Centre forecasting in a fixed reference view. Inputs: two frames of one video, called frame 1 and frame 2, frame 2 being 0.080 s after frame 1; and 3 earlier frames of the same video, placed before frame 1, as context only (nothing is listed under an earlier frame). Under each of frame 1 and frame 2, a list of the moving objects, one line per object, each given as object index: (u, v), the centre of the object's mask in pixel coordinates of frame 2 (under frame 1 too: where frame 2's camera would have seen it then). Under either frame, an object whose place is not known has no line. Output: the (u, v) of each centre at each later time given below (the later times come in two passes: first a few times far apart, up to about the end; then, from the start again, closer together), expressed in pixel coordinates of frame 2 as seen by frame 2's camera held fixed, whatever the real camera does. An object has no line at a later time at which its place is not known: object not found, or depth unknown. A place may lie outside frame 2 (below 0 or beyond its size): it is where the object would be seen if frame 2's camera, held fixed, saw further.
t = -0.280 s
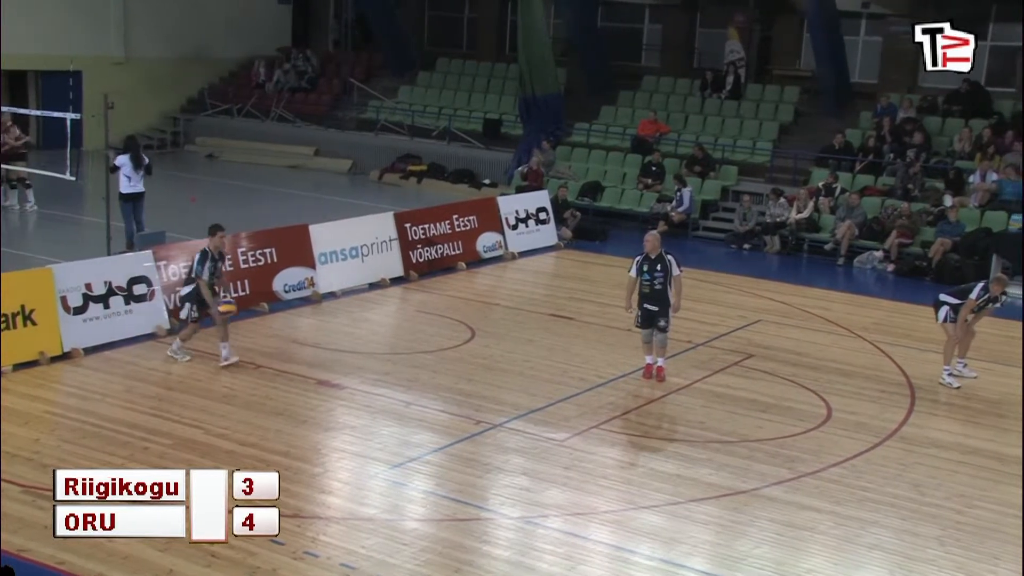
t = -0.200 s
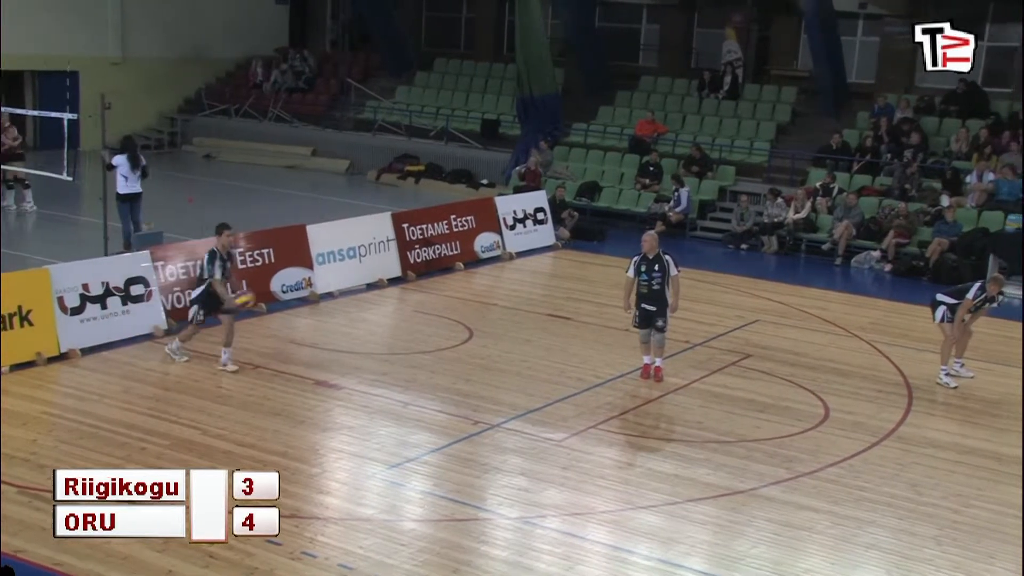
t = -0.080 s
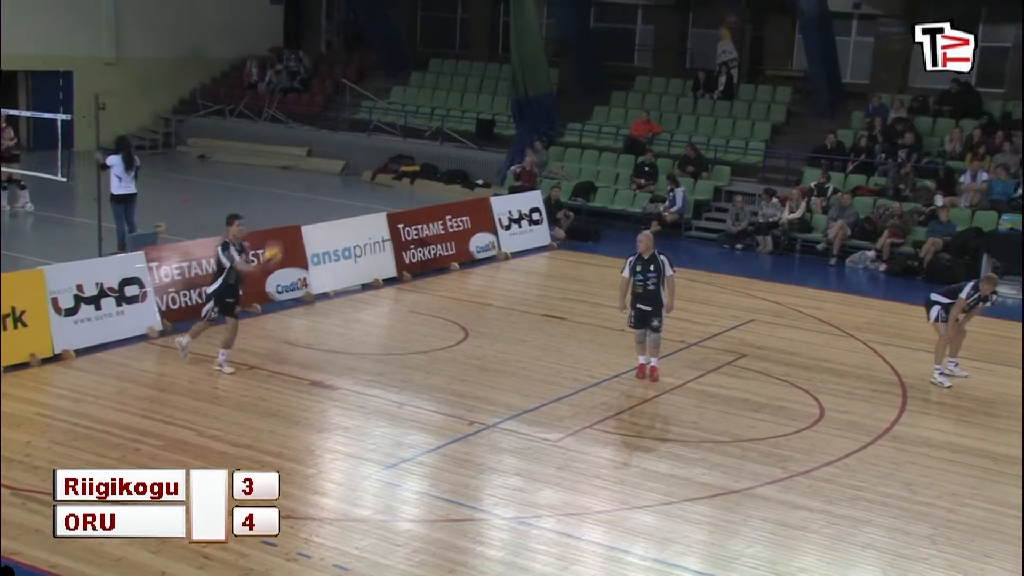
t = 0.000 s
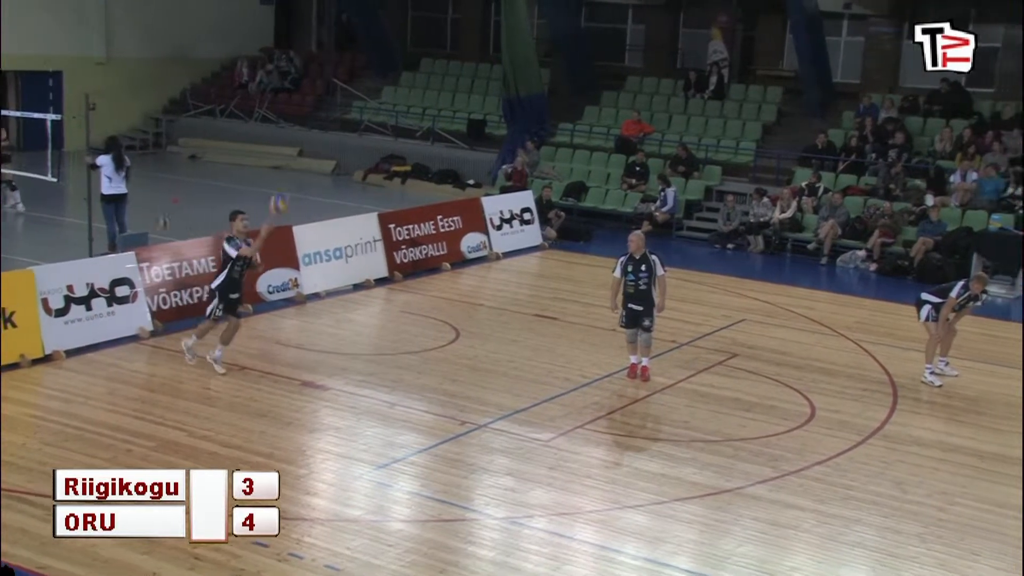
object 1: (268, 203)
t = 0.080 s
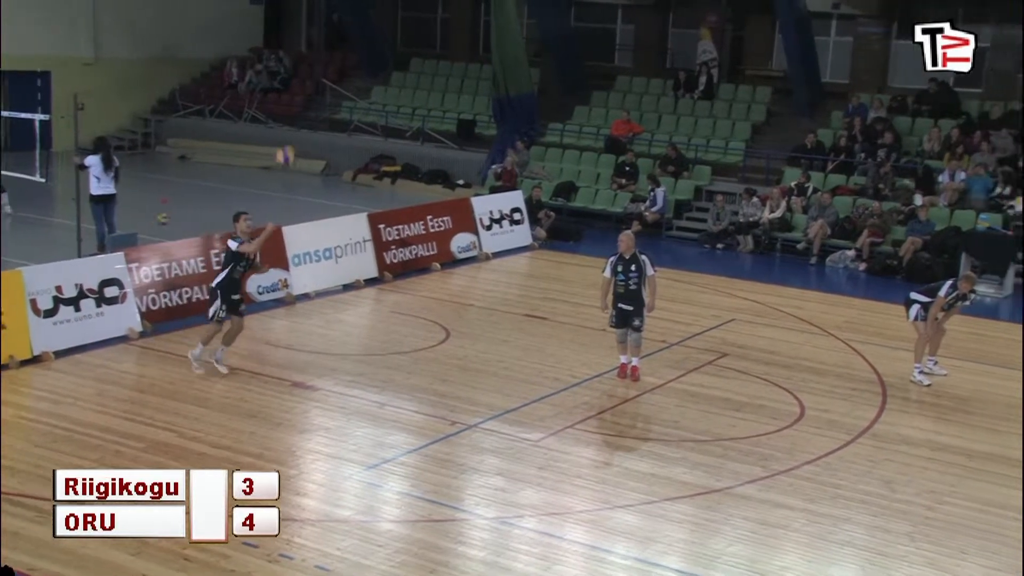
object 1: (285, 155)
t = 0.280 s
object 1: (325, 67)
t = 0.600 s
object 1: (387, 6)
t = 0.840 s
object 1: (432, 18)
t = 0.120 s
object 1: (293, 136)
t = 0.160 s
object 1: (301, 116)
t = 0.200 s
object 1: (309, 99)
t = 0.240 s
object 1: (317, 83)
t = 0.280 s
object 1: (325, 67)
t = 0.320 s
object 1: (333, 52)
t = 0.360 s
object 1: (341, 41)
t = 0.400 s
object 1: (349, 31)
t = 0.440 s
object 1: (356, 22)
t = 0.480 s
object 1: (364, 15)
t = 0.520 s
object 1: (372, 10)
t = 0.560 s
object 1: (379, 7)
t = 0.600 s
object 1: (387, 6)
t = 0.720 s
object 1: (410, 6)
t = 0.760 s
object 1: (417, 8)
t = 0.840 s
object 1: (432, 18)
